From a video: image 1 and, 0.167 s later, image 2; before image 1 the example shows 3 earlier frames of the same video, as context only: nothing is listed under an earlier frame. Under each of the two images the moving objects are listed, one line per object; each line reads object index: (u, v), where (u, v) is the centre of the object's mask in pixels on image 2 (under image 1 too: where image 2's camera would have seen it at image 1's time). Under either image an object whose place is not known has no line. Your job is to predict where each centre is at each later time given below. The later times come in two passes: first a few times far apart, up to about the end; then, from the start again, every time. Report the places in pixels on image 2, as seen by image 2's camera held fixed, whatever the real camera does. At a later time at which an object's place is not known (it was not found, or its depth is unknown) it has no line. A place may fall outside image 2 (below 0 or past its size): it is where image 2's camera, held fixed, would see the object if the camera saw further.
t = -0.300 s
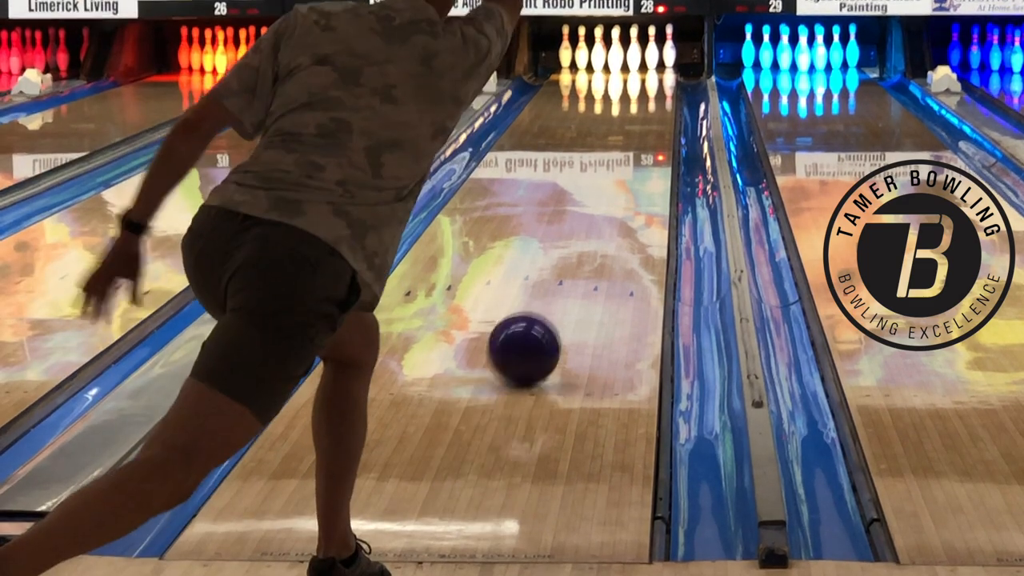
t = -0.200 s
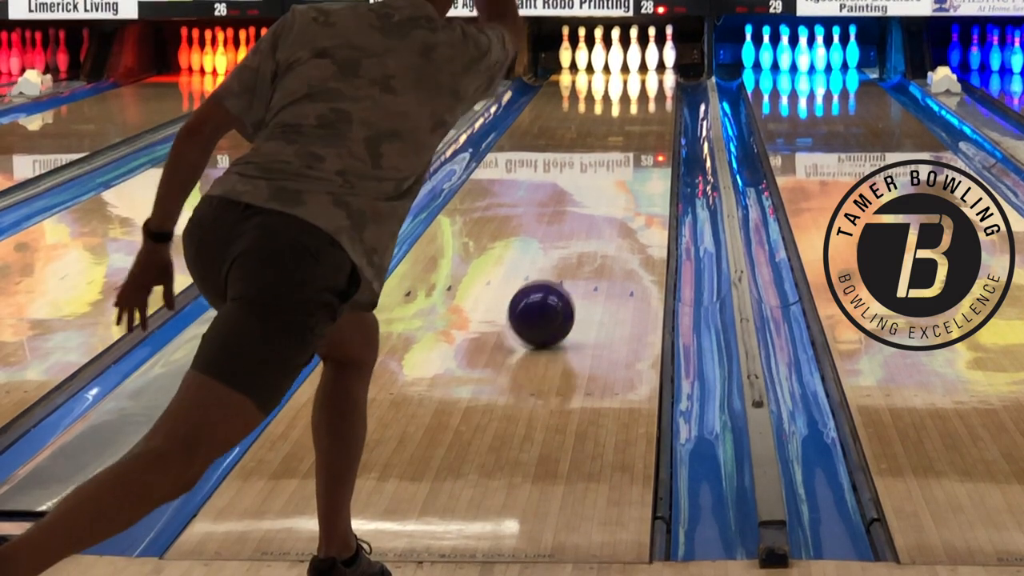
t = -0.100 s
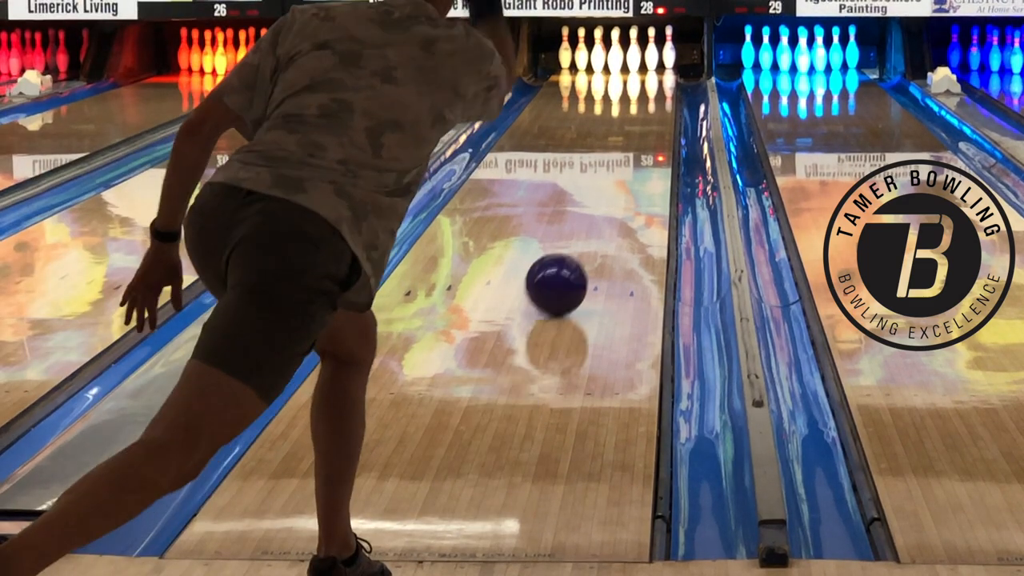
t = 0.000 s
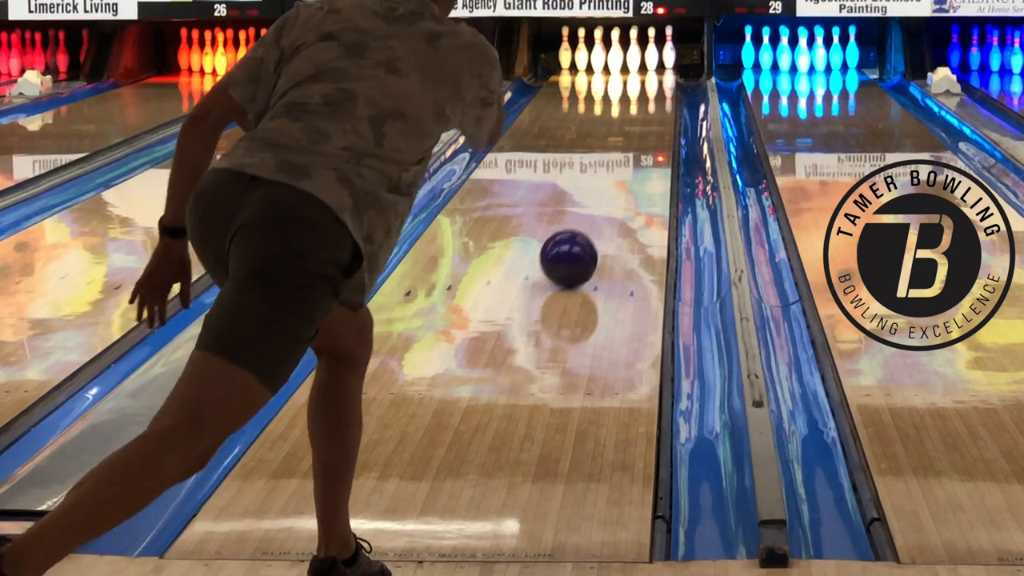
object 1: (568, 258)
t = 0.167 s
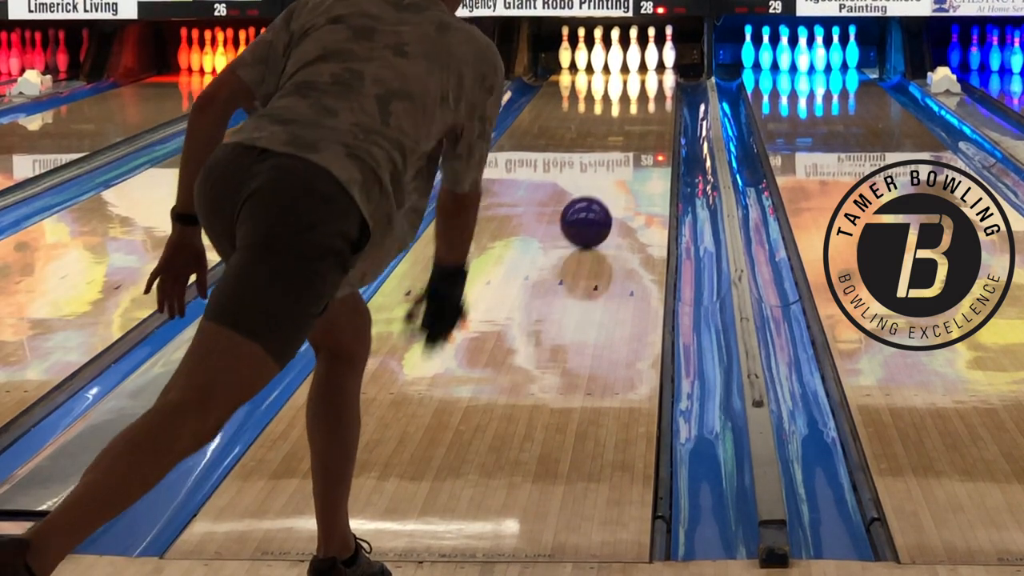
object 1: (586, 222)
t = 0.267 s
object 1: (594, 204)
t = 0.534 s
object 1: (611, 165)
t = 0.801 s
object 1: (624, 135)
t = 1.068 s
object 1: (632, 112)
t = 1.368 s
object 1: (638, 91)
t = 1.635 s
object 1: (637, 78)
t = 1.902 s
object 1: (631, 66)
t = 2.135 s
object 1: (634, 58)
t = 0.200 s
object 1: (588, 216)
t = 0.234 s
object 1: (591, 210)
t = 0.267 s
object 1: (594, 204)
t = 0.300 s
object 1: (596, 199)
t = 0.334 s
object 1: (599, 193)
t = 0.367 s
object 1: (601, 188)
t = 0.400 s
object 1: (603, 183)
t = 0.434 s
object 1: (606, 178)
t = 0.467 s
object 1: (608, 174)
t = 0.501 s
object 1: (609, 169)
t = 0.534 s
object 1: (611, 165)
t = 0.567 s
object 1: (613, 161)
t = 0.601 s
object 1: (615, 157)
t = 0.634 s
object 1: (617, 153)
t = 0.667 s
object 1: (618, 149)
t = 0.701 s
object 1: (619, 145)
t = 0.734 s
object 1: (621, 141)
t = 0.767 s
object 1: (622, 138)
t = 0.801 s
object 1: (624, 135)
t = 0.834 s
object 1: (625, 131)
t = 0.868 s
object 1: (626, 129)
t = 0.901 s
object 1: (627, 126)
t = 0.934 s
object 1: (628, 123)
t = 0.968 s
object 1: (629, 120)
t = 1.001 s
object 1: (630, 117)
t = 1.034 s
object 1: (631, 114)
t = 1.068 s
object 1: (632, 112)
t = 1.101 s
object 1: (633, 109)
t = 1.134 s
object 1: (633, 107)
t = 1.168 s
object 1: (634, 105)
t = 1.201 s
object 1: (635, 102)
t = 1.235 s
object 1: (635, 100)
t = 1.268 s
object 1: (636, 98)
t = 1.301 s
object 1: (637, 95)
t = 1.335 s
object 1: (637, 93)
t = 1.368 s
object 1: (638, 91)
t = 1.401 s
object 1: (638, 89)
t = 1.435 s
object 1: (638, 87)
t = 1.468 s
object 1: (638, 86)
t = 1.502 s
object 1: (638, 84)
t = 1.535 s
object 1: (638, 82)
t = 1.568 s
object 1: (637, 80)
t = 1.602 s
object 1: (637, 79)
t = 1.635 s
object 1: (637, 78)
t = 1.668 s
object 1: (636, 76)
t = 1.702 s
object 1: (636, 74)
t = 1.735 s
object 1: (636, 73)
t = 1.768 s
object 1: (635, 72)
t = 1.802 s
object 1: (635, 70)
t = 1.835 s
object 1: (634, 69)
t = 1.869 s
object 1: (633, 67)
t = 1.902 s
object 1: (631, 66)
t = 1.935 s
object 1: (631, 65)
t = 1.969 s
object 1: (629, 63)
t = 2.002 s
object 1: (629, 63)
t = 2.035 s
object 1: (629, 62)
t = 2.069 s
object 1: (631, 61)
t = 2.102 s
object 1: (633, 60)
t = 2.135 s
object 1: (634, 58)
